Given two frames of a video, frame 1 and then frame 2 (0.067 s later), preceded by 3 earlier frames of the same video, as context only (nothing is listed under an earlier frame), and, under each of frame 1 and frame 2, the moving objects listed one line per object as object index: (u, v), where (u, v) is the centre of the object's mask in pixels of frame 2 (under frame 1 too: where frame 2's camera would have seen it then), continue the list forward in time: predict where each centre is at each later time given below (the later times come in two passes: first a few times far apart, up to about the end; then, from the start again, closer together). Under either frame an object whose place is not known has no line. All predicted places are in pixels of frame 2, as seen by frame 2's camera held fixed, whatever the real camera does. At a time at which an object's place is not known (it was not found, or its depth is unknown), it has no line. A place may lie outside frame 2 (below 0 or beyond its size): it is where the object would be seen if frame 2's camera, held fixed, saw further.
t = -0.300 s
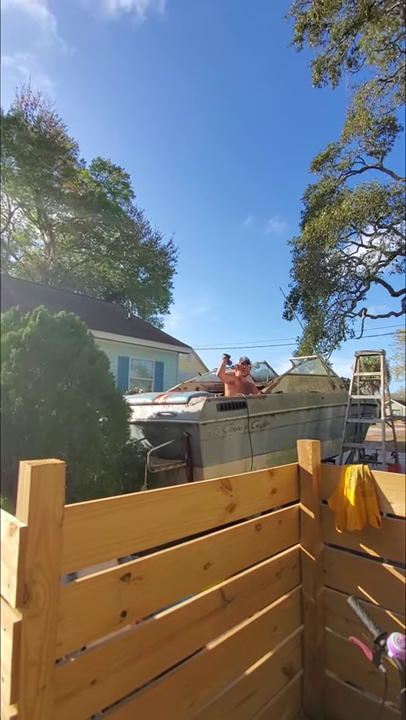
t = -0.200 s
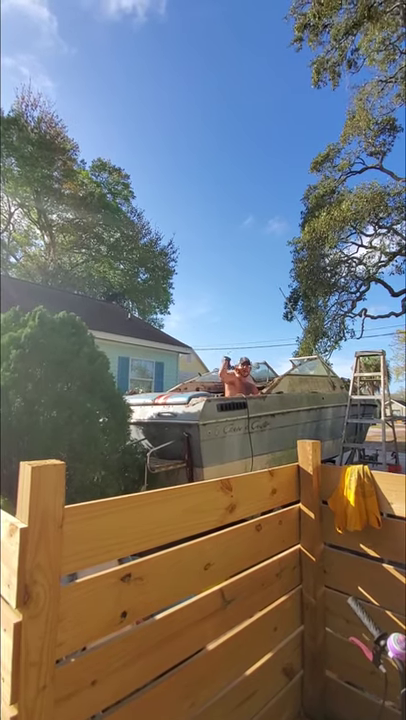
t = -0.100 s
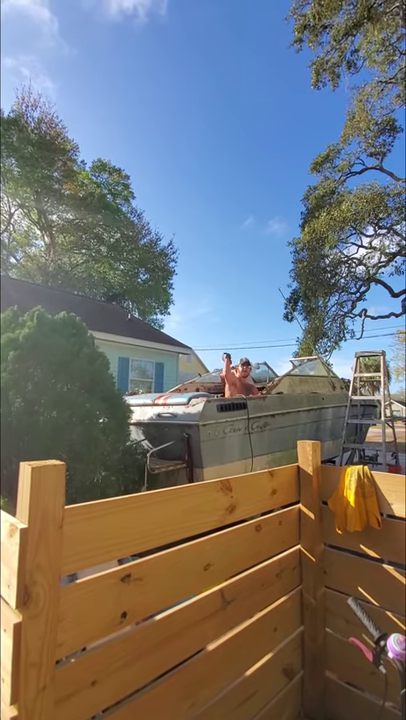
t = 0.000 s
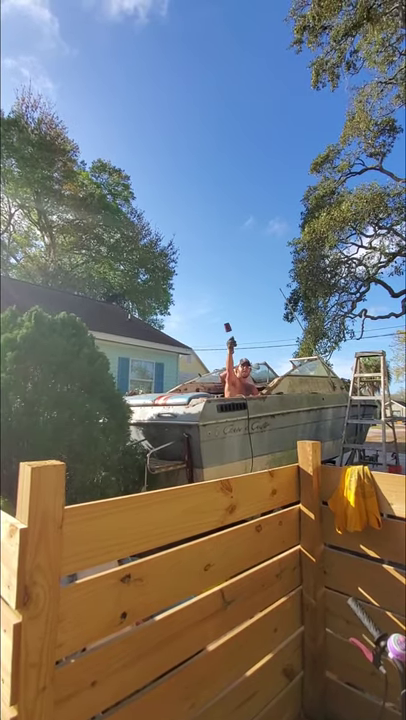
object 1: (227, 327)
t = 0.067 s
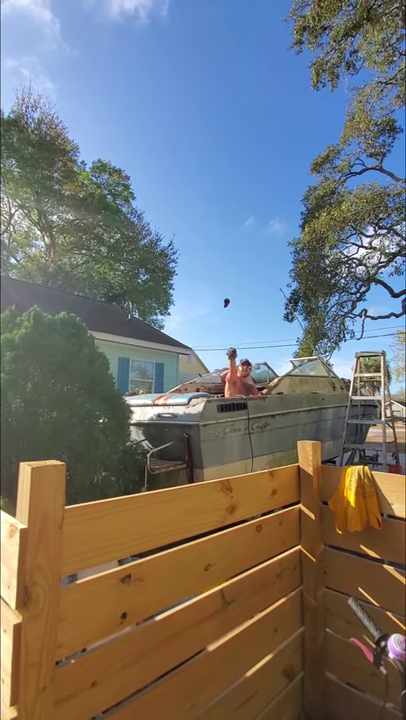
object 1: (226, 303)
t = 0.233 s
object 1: (226, 249)
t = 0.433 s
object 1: (234, 204)
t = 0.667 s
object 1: (260, 213)
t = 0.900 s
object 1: (354, 455)
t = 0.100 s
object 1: (226, 291)
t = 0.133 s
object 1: (225, 279)
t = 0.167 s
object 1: (225, 269)
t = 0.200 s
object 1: (226, 259)
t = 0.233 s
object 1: (226, 249)
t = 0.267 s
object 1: (227, 240)
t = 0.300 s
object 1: (228, 232)
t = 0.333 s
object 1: (229, 224)
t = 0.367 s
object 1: (230, 217)
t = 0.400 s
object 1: (232, 210)
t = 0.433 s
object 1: (234, 204)
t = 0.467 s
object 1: (236, 200)
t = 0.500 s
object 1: (238, 196)
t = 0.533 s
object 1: (242, 195)
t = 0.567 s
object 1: (245, 197)
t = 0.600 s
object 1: (250, 200)
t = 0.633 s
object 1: (255, 205)
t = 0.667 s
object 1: (260, 213)
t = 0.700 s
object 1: (266, 224)
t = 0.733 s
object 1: (274, 240)
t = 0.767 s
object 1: (283, 260)
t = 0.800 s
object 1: (294, 290)
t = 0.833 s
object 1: (310, 330)
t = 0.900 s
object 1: (354, 455)
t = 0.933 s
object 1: (386, 549)
